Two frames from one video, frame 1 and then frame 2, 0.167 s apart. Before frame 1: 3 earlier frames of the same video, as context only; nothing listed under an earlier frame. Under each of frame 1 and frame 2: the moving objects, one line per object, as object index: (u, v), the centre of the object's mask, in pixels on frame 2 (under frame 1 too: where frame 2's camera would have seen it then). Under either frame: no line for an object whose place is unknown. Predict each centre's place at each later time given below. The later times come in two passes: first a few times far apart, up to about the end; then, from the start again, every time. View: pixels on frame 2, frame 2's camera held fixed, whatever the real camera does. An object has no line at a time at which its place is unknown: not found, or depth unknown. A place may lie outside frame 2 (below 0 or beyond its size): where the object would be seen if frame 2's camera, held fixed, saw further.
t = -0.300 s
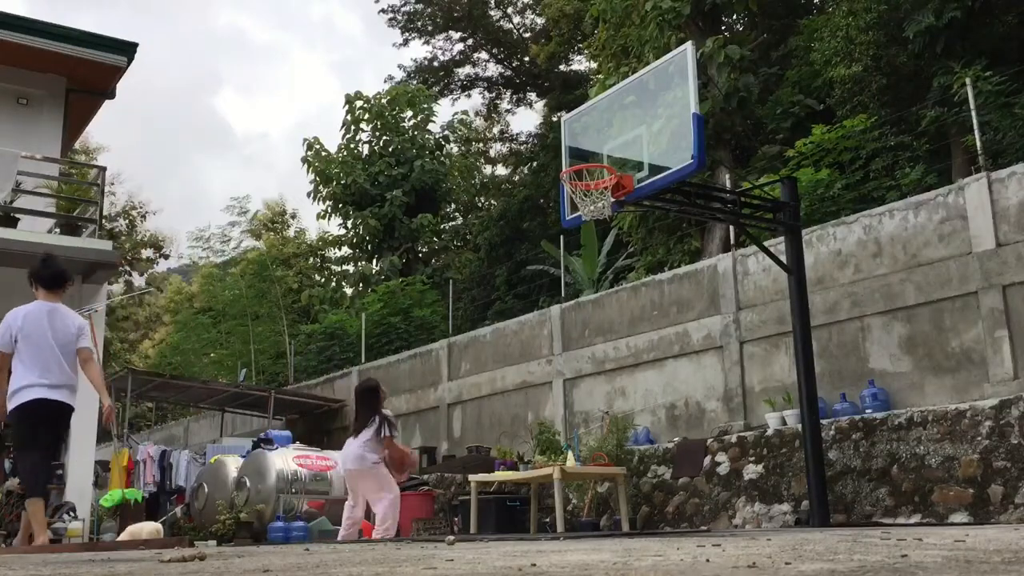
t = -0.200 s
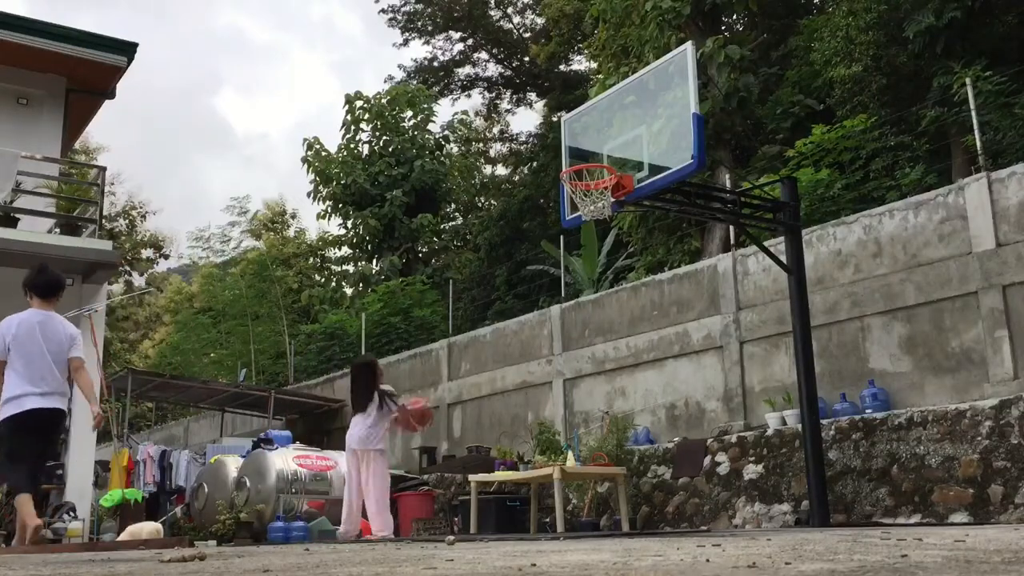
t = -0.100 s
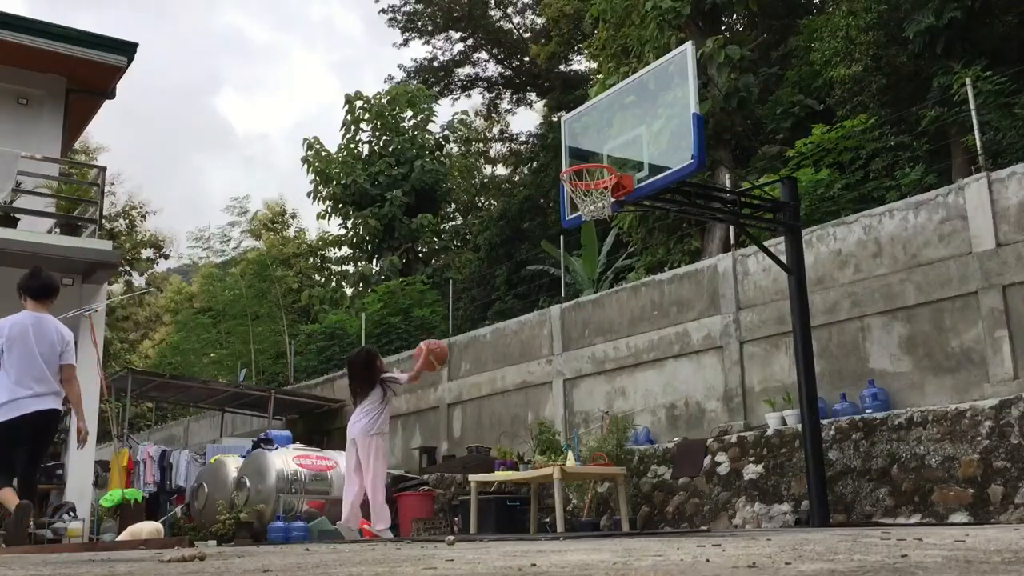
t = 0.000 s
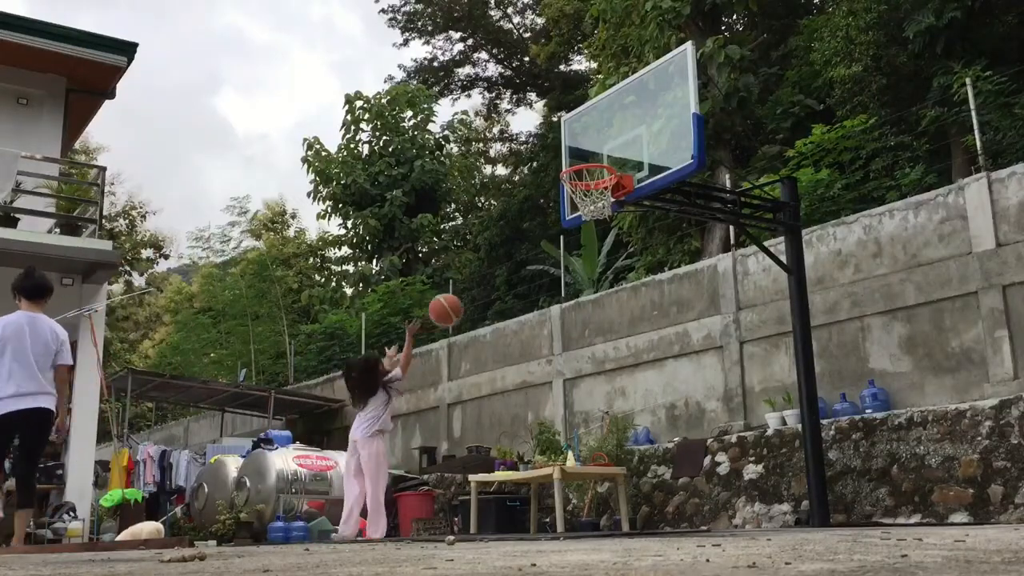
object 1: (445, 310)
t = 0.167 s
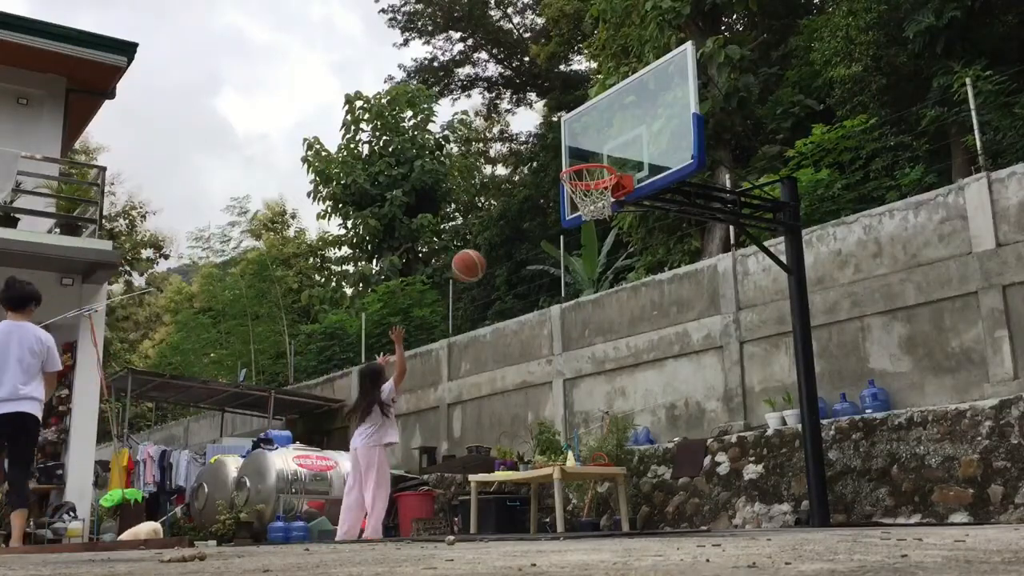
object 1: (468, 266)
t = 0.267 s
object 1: (482, 257)
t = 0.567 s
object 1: (521, 307)
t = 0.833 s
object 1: (558, 450)
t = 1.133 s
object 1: (585, 420)
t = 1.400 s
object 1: (604, 366)
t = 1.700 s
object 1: (628, 409)
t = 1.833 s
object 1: (639, 464)
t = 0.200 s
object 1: (473, 262)
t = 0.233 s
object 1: (477, 259)
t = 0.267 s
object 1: (482, 257)
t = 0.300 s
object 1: (486, 257)
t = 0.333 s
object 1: (490, 258)
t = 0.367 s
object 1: (495, 261)
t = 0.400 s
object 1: (499, 265)
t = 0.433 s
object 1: (504, 271)
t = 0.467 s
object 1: (508, 277)
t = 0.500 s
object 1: (512, 286)
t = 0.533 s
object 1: (517, 296)
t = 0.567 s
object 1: (521, 307)
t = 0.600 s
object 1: (526, 319)
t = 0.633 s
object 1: (530, 333)
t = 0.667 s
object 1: (535, 348)
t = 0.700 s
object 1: (539, 366)
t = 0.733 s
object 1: (544, 385)
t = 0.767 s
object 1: (549, 405)
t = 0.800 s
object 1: (554, 427)
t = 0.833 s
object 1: (558, 450)
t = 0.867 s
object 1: (562, 475)
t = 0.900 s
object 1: (566, 502)
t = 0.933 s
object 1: (572, 523)
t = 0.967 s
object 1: (573, 506)
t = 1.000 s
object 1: (575, 485)
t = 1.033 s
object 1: (577, 466)
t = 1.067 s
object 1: (580, 450)
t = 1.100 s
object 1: (582, 435)
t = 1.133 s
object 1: (585, 420)
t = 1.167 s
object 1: (587, 409)
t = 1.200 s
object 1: (589, 399)
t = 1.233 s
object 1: (592, 390)
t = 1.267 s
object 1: (594, 382)
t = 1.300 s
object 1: (596, 376)
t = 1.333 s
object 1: (598, 371)
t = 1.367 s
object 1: (601, 368)
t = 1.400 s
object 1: (604, 366)
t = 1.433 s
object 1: (606, 365)
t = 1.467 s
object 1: (608, 366)
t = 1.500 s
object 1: (611, 368)
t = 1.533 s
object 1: (614, 372)
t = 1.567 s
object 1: (616, 376)
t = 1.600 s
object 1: (620, 382)
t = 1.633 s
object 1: (623, 390)
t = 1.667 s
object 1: (626, 398)
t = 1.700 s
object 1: (628, 409)
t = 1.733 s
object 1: (631, 420)
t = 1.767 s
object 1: (633, 434)
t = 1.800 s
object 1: (636, 449)
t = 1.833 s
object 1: (639, 464)
